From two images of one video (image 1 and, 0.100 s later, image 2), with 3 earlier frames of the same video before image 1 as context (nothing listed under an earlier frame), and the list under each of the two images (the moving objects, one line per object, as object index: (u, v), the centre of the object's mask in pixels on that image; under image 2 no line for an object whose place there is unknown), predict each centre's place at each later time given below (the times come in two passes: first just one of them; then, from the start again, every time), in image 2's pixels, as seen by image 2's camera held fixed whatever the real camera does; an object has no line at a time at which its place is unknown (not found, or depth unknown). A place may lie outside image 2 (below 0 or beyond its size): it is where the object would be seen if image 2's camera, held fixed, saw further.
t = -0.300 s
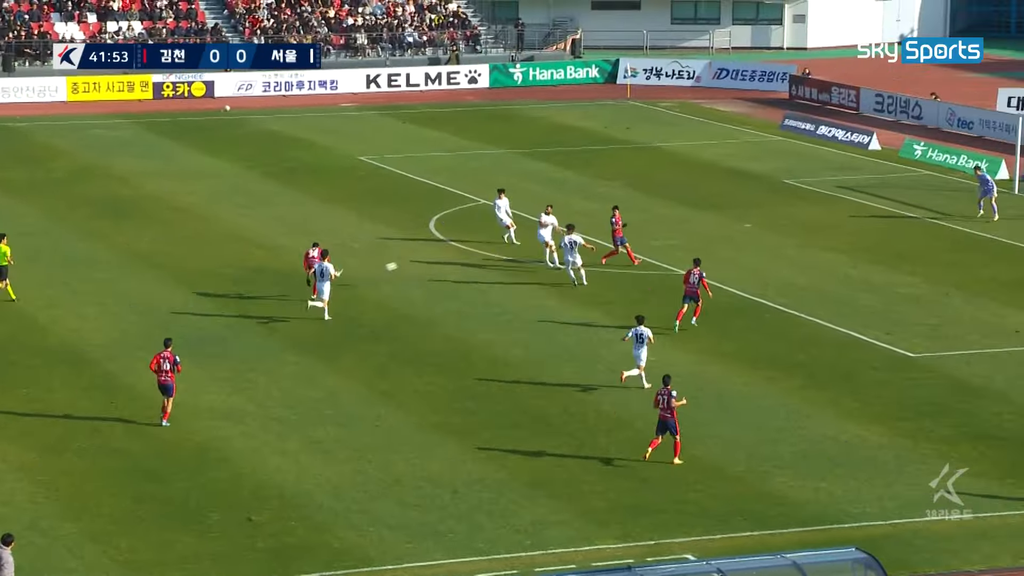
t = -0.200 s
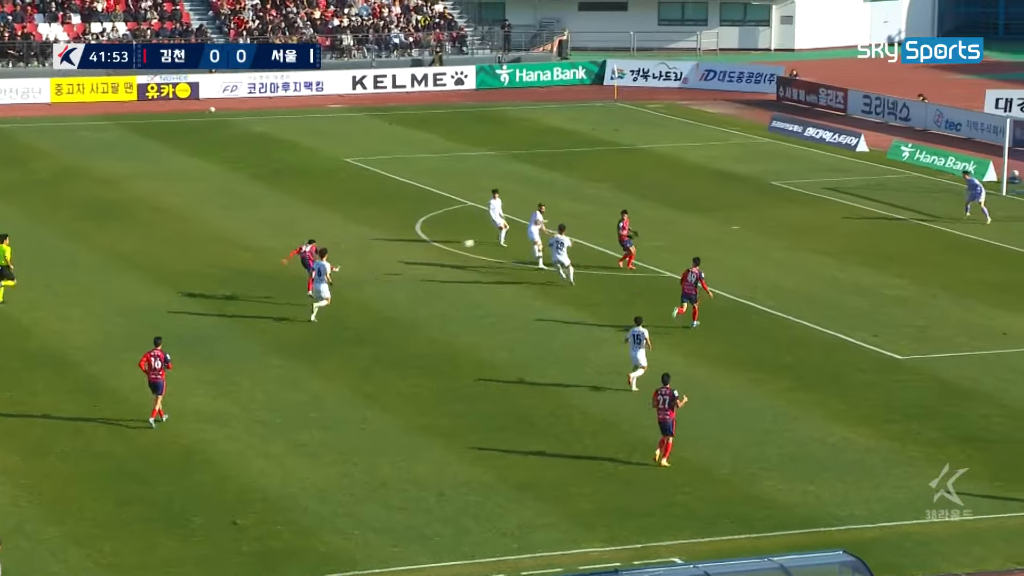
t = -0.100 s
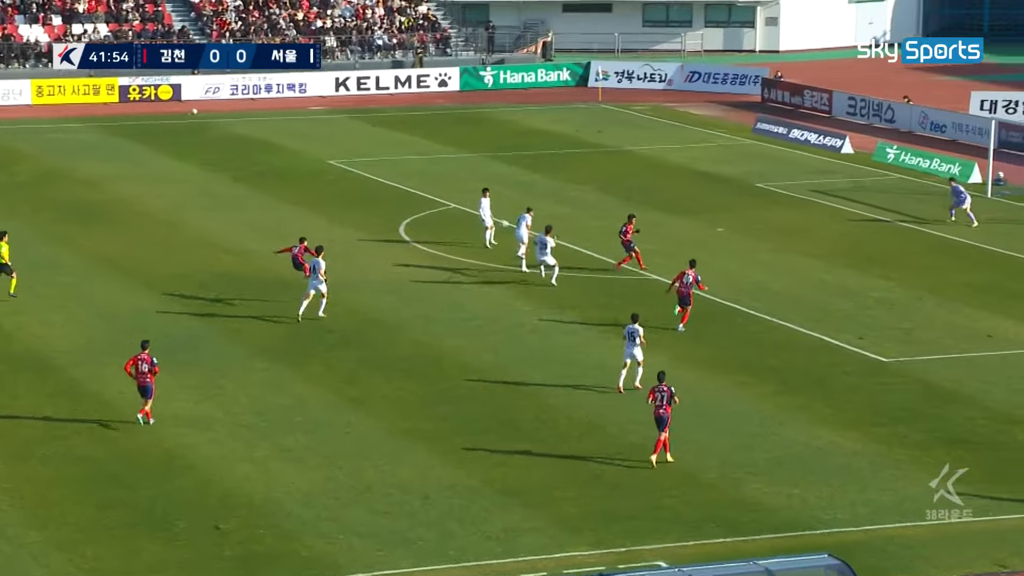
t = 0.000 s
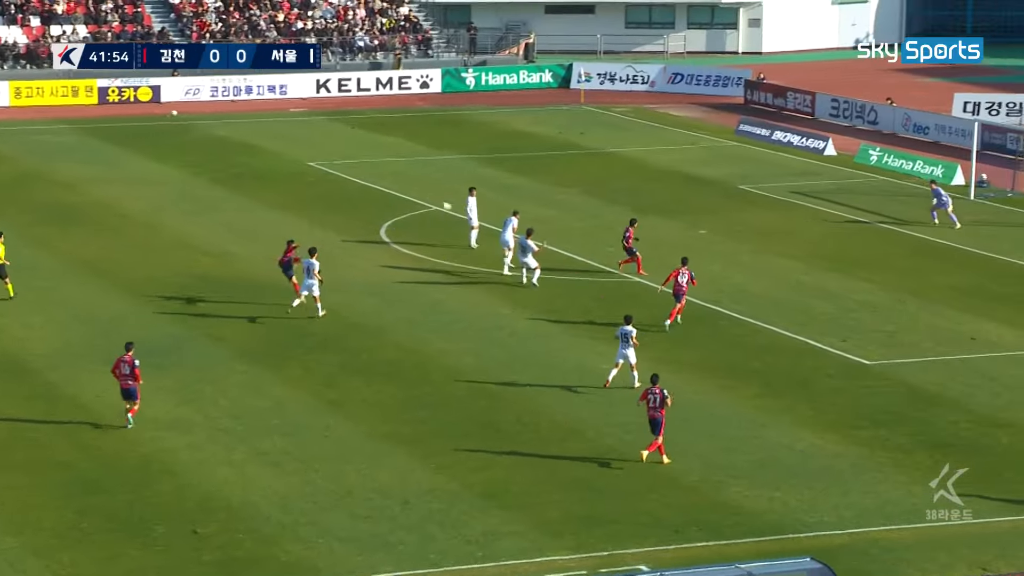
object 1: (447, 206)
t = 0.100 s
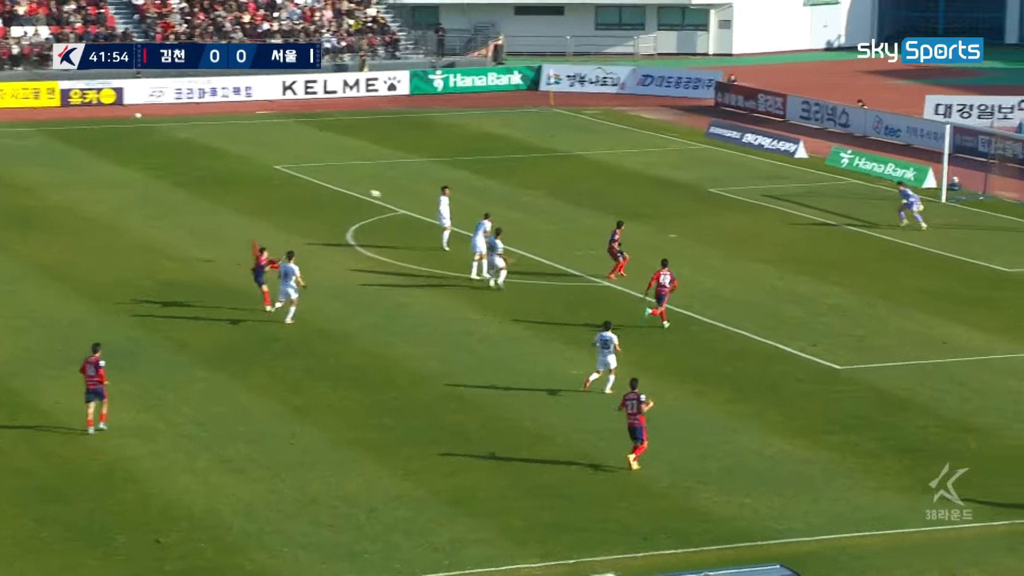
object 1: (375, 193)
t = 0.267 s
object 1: (313, 176)
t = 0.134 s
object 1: (363, 189)
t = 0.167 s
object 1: (350, 185)
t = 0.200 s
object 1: (337, 181)
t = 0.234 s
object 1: (325, 178)
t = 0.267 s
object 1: (313, 176)
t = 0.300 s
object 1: (301, 173)
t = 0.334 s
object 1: (290, 171)
